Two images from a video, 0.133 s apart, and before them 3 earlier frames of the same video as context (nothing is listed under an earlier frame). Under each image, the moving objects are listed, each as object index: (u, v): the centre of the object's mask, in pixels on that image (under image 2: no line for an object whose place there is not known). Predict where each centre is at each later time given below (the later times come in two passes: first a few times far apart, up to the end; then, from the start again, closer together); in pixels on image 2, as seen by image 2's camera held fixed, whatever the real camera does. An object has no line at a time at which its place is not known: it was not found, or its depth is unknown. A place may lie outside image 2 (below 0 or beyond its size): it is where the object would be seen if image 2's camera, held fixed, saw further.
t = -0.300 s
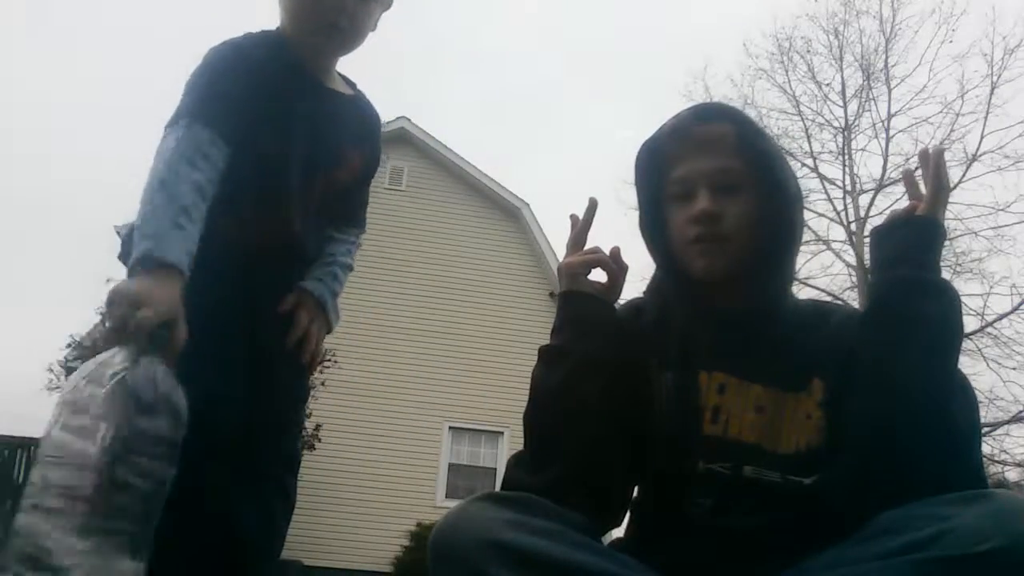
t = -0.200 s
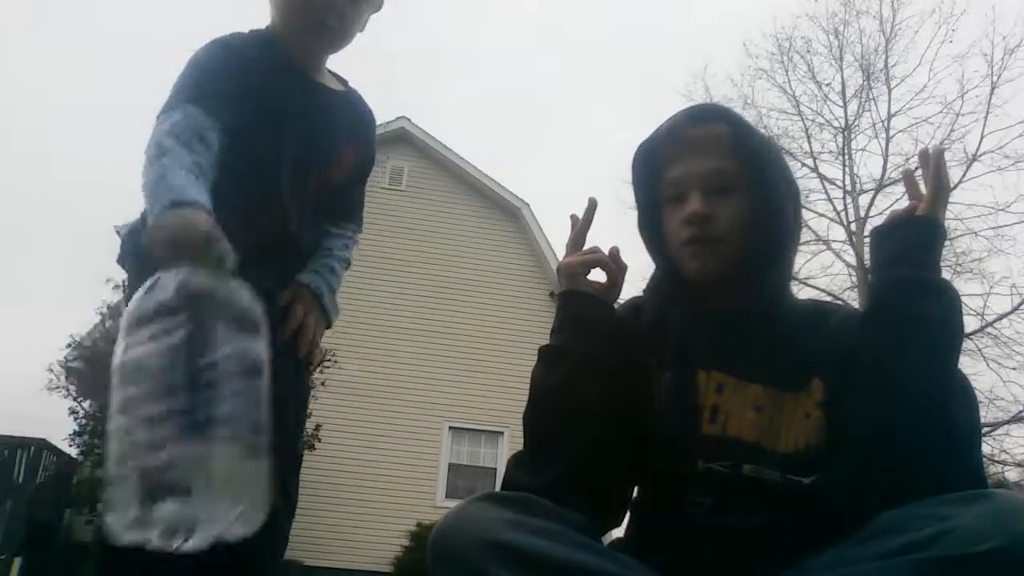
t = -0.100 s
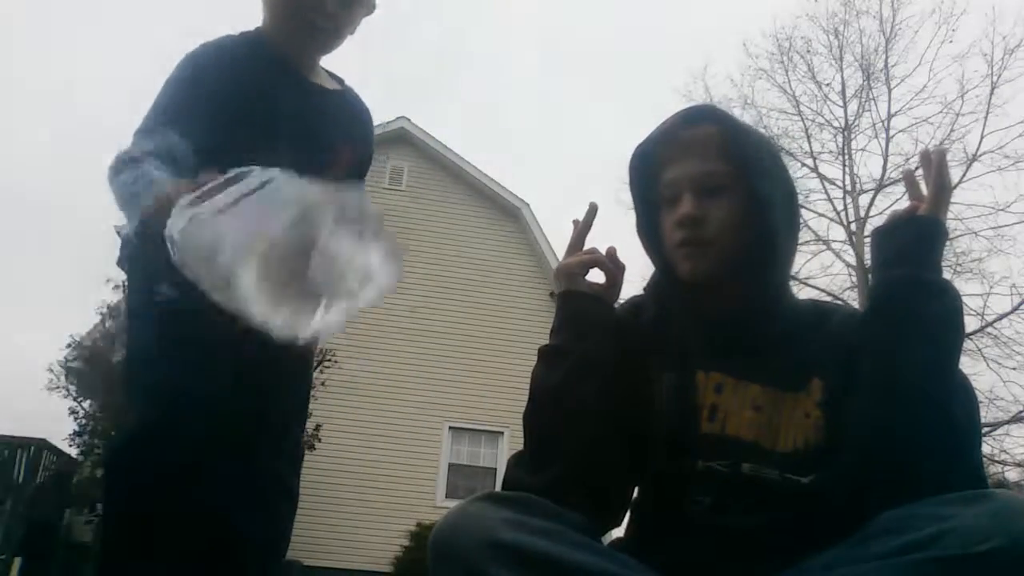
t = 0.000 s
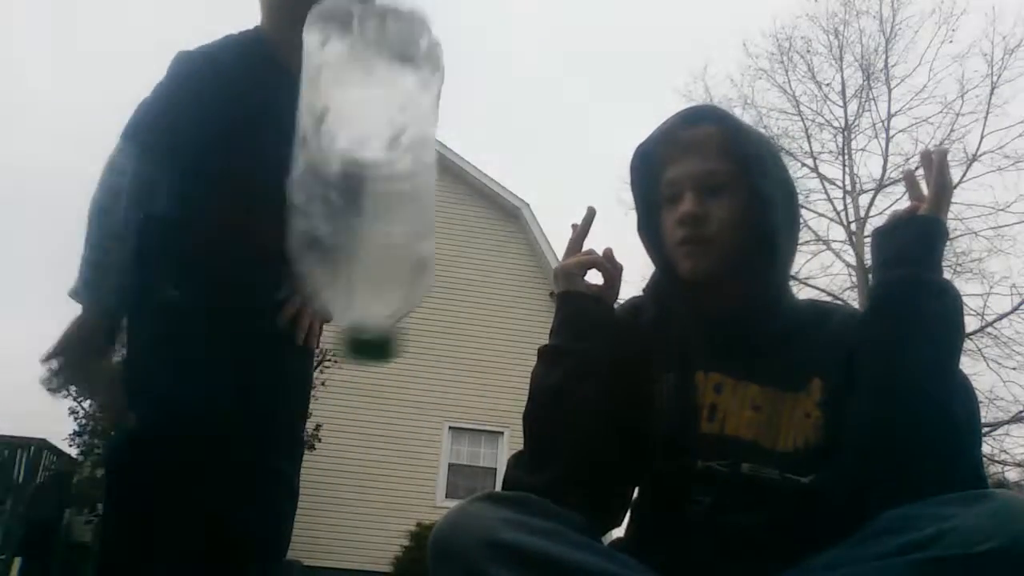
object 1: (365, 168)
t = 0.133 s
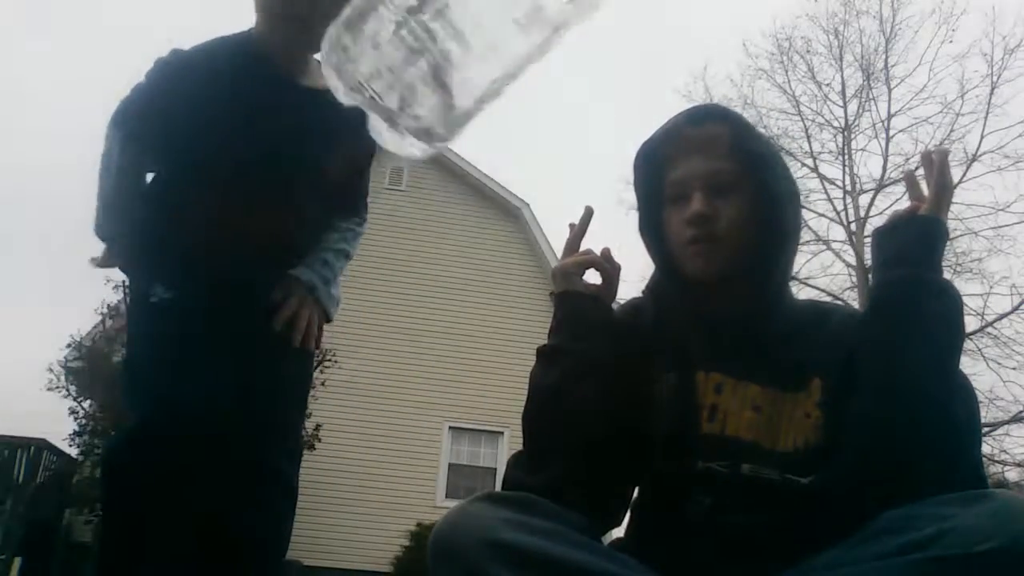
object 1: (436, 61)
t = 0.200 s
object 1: (466, 99)
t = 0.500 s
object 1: (642, 408)
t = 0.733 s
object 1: (644, 407)
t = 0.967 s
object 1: (645, 407)
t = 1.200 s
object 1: (643, 407)
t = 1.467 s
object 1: (646, 408)
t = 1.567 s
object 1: (643, 406)
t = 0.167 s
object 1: (446, 76)
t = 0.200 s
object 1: (466, 99)
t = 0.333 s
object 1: (555, 349)
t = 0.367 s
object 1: (573, 420)
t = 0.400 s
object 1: (611, 416)
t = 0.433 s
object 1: (625, 410)
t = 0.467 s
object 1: (627, 408)
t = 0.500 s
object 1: (642, 408)
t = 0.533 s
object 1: (645, 408)
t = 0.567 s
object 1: (644, 406)
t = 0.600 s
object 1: (646, 408)
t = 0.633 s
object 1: (645, 407)
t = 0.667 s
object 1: (643, 406)
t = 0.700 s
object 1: (643, 406)
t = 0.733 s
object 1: (644, 407)
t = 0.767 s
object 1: (645, 408)
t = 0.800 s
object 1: (645, 408)
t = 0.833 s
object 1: (645, 407)
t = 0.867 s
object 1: (645, 408)
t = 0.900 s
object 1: (645, 408)
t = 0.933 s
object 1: (645, 408)
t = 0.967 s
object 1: (645, 407)
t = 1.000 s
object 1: (645, 408)
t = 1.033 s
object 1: (645, 408)
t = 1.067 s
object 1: (645, 407)
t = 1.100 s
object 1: (645, 407)
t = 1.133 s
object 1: (645, 407)
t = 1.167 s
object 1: (644, 407)
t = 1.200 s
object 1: (643, 407)
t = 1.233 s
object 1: (643, 407)
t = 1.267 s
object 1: (645, 407)
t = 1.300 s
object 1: (646, 408)
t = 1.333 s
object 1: (645, 407)
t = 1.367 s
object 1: (646, 408)
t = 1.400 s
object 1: (645, 407)
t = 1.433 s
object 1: (645, 407)
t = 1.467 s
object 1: (646, 408)
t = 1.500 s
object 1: (645, 407)
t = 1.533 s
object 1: (644, 407)
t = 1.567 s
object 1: (643, 406)
